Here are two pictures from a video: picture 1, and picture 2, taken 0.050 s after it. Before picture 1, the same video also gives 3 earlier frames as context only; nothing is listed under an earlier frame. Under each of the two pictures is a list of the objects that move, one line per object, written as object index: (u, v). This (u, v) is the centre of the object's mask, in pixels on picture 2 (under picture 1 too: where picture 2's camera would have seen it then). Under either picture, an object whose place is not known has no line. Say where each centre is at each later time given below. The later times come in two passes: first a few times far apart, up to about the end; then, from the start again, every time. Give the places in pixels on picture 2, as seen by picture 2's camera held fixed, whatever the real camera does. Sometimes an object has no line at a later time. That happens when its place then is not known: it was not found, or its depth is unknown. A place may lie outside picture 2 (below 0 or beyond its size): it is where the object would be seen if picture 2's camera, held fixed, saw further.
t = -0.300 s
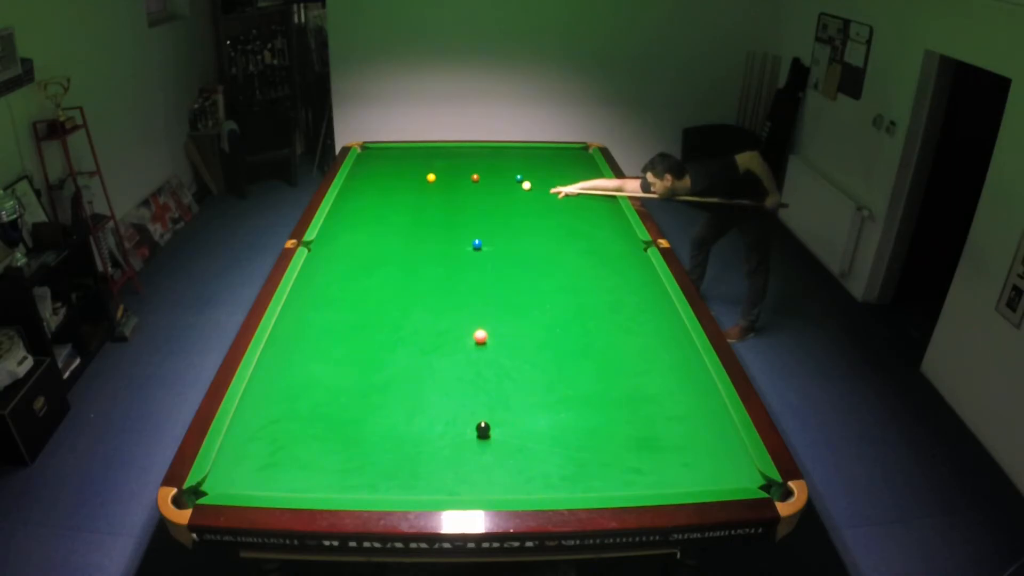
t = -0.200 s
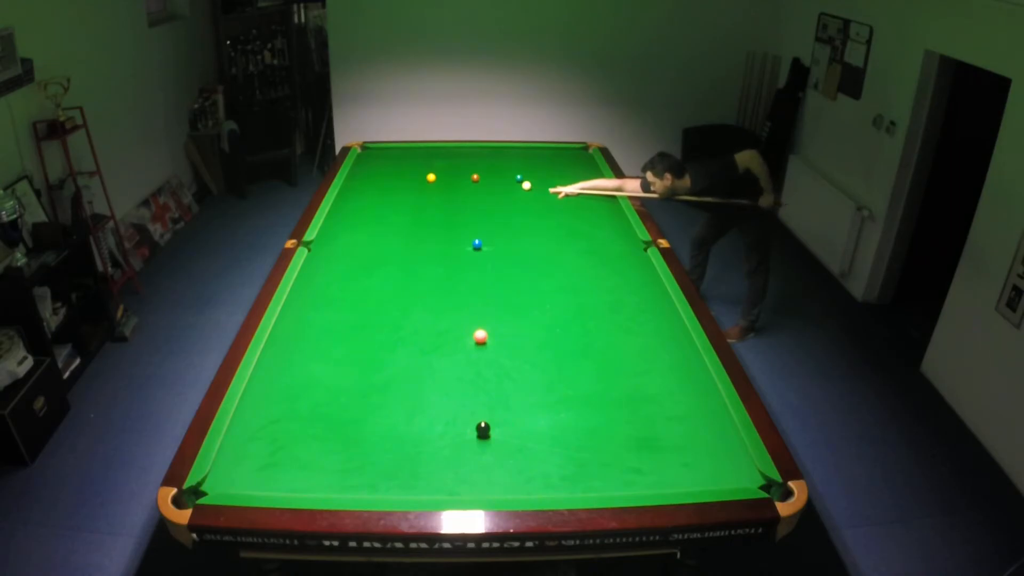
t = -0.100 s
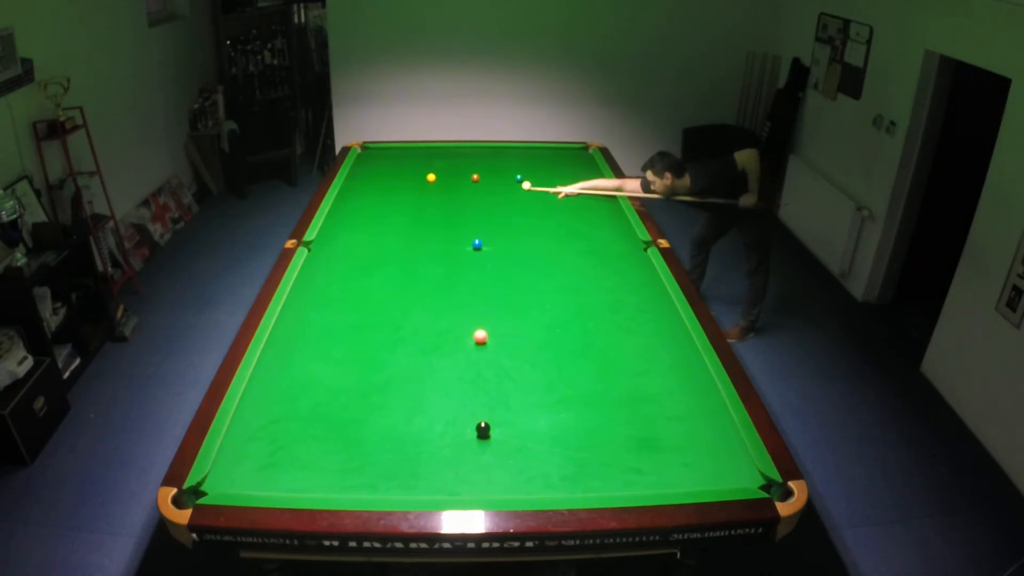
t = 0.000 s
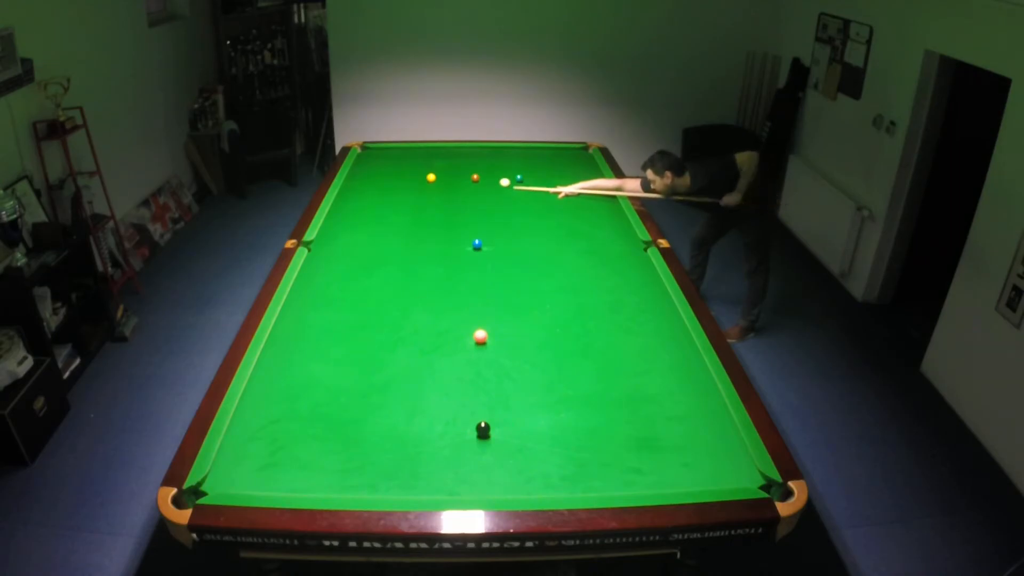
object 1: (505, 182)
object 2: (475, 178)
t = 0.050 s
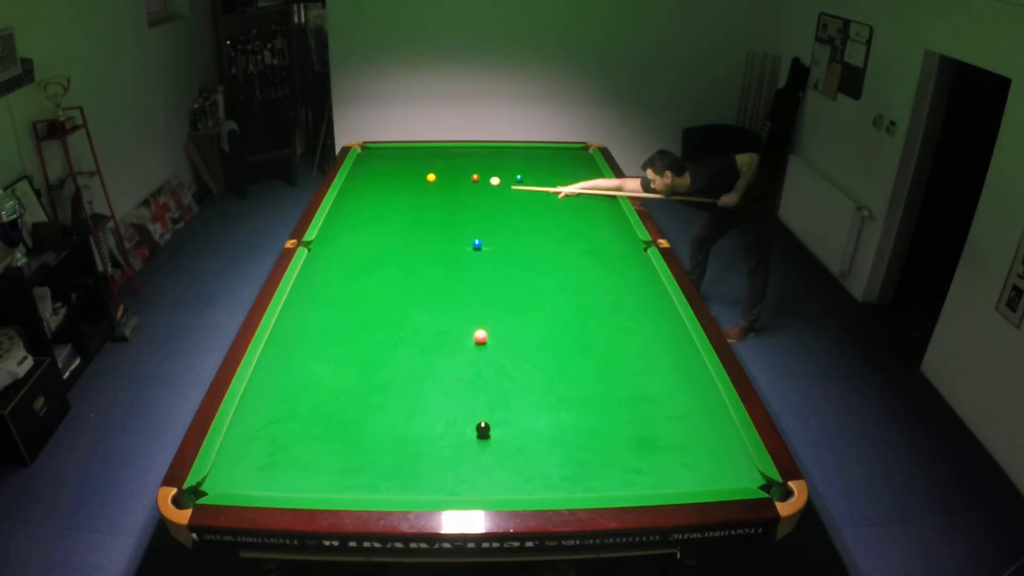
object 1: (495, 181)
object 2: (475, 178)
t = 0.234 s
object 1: (479, 180)
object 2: (464, 175)
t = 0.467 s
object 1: (475, 182)
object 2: (444, 170)
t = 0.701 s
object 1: (472, 184)
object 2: (426, 165)
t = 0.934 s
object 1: (469, 186)
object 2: (409, 160)
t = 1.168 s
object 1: (467, 188)
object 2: (394, 157)
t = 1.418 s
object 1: (465, 190)
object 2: (379, 152)
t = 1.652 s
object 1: (463, 191)
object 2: (365, 149)
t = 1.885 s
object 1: (462, 192)
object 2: (359, 149)
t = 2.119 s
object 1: (461, 192)
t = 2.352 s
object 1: (460, 193)
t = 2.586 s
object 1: (460, 193)
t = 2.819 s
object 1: (460, 193)
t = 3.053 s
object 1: (460, 193)
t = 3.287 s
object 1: (460, 193)
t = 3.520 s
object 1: (460, 193)
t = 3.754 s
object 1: (460, 193)
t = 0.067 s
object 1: (492, 180)
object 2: (475, 178)
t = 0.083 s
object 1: (489, 180)
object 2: (475, 178)
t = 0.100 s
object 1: (486, 180)
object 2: (475, 178)
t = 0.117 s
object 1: (483, 179)
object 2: (475, 177)
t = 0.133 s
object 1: (481, 179)
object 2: (474, 177)
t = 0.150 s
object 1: (481, 179)
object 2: (472, 177)
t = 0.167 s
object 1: (480, 179)
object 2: (471, 177)
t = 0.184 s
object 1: (480, 180)
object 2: (469, 176)
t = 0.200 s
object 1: (480, 180)
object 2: (467, 176)
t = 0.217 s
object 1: (479, 180)
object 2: (466, 175)
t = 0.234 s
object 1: (479, 180)
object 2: (464, 175)
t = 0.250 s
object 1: (479, 180)
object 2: (462, 174)
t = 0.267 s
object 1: (479, 180)
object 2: (461, 174)
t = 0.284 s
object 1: (478, 181)
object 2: (459, 174)
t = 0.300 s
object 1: (478, 181)
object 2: (458, 173)
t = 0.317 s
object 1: (478, 181)
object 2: (457, 173)
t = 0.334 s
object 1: (477, 181)
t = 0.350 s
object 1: (477, 181)
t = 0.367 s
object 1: (477, 181)
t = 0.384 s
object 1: (477, 181)
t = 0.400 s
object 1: (476, 182)
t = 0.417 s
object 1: (476, 182)
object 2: (448, 171)
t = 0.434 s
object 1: (476, 182)
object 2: (447, 170)
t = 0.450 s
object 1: (476, 182)
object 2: (446, 170)
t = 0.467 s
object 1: (475, 182)
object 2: (444, 170)
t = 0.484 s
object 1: (475, 183)
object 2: (443, 169)
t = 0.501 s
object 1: (475, 183)
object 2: (442, 169)
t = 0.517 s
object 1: (474, 183)
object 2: (440, 169)
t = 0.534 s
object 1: (474, 183)
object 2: (439, 168)
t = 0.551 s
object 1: (474, 183)
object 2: (438, 168)
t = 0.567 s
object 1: (474, 183)
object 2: (436, 167)
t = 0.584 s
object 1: (474, 183)
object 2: (435, 167)
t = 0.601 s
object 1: (473, 183)
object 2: (434, 166)
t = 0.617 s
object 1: (473, 184)
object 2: (432, 166)
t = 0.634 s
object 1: (473, 184)
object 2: (431, 166)
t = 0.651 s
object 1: (473, 184)
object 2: (430, 165)
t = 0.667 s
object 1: (472, 184)
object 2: (429, 165)
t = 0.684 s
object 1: (472, 184)
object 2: (427, 165)
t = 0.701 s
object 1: (472, 184)
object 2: (426, 165)
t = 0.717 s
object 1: (472, 185)
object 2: (425, 164)
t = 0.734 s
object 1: (472, 185)
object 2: (424, 164)
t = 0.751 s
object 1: (471, 185)
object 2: (422, 163)
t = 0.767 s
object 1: (471, 185)
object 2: (421, 163)
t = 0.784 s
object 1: (471, 185)
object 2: (420, 163)
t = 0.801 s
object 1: (471, 185)
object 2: (419, 163)
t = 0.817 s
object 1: (471, 185)
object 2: (418, 163)
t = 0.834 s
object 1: (470, 185)
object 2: (416, 162)
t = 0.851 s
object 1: (470, 186)
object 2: (415, 162)
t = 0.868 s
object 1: (470, 186)
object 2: (414, 162)
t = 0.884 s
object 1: (470, 186)
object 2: (413, 161)
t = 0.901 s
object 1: (470, 186)
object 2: (412, 161)
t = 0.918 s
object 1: (470, 186)
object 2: (411, 161)
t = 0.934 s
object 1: (469, 186)
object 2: (409, 160)
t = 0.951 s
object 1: (469, 186)
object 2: (408, 160)
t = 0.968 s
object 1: (469, 187)
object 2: (407, 160)
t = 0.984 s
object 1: (469, 187)
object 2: (406, 159)
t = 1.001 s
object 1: (469, 187)
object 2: (405, 159)
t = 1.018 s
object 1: (468, 187)
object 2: (404, 159)
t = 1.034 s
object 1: (468, 187)
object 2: (403, 158)
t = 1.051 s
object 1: (468, 187)
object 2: (401, 158)
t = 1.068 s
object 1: (468, 187)
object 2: (401, 158)
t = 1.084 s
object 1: (468, 187)
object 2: (399, 158)
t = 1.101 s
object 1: (468, 188)
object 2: (398, 157)
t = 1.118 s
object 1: (467, 188)
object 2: (397, 157)
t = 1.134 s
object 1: (467, 188)
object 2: (396, 157)
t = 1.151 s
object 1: (467, 188)
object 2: (395, 157)
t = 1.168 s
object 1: (467, 188)
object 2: (394, 157)
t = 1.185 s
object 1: (467, 188)
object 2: (393, 156)
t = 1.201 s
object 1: (467, 188)
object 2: (392, 156)
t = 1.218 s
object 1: (467, 188)
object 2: (391, 156)
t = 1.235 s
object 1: (466, 188)
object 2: (390, 156)
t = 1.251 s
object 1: (466, 189)
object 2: (389, 155)
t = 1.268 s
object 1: (466, 189)
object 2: (388, 155)
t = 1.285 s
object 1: (466, 189)
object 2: (386, 154)
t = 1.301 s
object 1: (466, 189)
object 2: (385, 154)
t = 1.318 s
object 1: (466, 189)
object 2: (384, 154)
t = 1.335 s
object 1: (466, 189)
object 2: (383, 154)
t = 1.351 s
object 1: (465, 189)
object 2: (382, 153)
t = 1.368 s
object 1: (465, 189)
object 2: (381, 153)
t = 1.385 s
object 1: (465, 189)
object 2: (380, 153)
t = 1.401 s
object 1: (465, 190)
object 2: (379, 153)
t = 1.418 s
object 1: (465, 190)
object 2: (379, 152)
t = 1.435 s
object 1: (465, 190)
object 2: (377, 152)
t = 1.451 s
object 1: (465, 190)
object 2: (377, 152)
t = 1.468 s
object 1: (465, 190)
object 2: (376, 152)
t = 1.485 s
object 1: (465, 190)
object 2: (375, 152)
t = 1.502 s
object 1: (465, 190)
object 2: (373, 151)
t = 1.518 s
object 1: (464, 190)
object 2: (373, 151)
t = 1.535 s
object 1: (464, 190)
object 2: (372, 151)
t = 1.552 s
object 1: (464, 190)
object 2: (371, 150)
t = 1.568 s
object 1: (464, 190)
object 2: (370, 150)
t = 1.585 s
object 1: (464, 190)
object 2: (369, 150)
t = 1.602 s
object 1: (464, 191)
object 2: (368, 149)
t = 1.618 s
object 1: (464, 191)
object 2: (366, 149)
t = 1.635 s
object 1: (464, 191)
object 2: (366, 149)
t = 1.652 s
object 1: (463, 191)
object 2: (365, 149)
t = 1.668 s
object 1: (463, 191)
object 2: (365, 149)
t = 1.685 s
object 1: (463, 191)
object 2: (363, 148)
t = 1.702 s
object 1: (463, 191)
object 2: (362, 148)
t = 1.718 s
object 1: (463, 191)
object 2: (362, 148)
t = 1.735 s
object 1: (463, 191)
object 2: (361, 148)
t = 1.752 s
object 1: (463, 191)
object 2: (360, 149)
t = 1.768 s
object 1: (463, 191)
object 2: (360, 148)
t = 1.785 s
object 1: (463, 191)
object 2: (359, 149)
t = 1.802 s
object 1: (463, 191)
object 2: (358, 149)
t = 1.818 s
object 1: (463, 192)
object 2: (358, 149)
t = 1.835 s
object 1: (463, 192)
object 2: (358, 149)
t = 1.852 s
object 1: (462, 192)
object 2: (358, 149)
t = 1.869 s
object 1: (462, 192)
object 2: (359, 149)
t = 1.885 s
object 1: (462, 192)
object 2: (359, 149)
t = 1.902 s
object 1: (462, 192)
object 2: (359, 149)
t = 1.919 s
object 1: (462, 192)
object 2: (358, 149)
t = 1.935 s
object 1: (462, 192)
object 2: (358, 149)
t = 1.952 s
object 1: (462, 192)
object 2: (358, 149)
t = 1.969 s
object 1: (462, 192)
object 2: (358, 149)
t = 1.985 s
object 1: (462, 192)
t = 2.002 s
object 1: (462, 192)
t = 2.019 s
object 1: (462, 192)
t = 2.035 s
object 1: (462, 192)
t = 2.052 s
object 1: (462, 192)
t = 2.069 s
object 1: (461, 192)
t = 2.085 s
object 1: (461, 192)
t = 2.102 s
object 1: (461, 192)
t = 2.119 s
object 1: (461, 192)
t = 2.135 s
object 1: (461, 192)
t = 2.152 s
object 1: (461, 192)
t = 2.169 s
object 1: (461, 192)
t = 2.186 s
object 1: (461, 193)
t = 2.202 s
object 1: (461, 193)
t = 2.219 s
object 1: (461, 193)
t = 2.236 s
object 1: (461, 193)
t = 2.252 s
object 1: (461, 193)
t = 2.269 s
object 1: (461, 193)
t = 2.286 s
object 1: (461, 193)
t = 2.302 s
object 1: (461, 193)
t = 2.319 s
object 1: (461, 193)
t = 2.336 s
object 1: (461, 193)
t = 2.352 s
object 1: (460, 193)
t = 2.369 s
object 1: (460, 193)
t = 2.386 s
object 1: (460, 193)
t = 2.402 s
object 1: (460, 193)
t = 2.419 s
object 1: (460, 193)
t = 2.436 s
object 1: (460, 193)
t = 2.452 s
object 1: (460, 193)
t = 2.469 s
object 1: (460, 193)
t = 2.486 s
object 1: (460, 193)
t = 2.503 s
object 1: (460, 193)
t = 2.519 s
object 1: (460, 193)
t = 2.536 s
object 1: (460, 193)
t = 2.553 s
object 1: (460, 193)
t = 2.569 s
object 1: (460, 193)
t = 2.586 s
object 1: (460, 193)
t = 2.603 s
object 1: (460, 193)
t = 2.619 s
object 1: (460, 193)
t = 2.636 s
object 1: (460, 193)
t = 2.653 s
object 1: (460, 193)
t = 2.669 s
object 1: (460, 193)
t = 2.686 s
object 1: (460, 193)
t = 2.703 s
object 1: (460, 193)
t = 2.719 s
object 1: (460, 193)
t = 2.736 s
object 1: (460, 193)
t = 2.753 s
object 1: (460, 193)
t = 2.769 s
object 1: (460, 193)
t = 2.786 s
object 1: (460, 193)
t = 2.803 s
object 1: (460, 193)
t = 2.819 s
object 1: (460, 193)
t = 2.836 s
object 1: (460, 193)
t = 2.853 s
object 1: (460, 193)
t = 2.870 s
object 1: (460, 193)
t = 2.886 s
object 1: (460, 193)
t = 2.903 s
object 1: (460, 193)
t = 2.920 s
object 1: (460, 193)
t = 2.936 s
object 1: (460, 193)
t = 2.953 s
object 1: (460, 193)
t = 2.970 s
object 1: (460, 193)
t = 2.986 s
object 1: (460, 193)
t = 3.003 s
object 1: (460, 193)
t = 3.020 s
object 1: (460, 193)
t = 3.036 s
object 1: (460, 193)
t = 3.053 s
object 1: (460, 193)
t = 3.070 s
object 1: (460, 193)
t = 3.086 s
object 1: (460, 193)
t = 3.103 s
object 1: (460, 193)
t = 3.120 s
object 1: (460, 193)
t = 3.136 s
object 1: (460, 193)
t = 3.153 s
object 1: (460, 193)
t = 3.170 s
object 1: (460, 193)
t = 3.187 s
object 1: (460, 193)
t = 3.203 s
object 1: (460, 193)
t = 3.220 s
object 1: (460, 193)
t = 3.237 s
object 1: (460, 193)
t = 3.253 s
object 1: (460, 193)
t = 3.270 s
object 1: (460, 193)
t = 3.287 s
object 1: (460, 193)
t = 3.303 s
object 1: (460, 193)
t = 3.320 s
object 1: (460, 193)
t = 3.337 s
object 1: (460, 193)
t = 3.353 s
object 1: (460, 193)
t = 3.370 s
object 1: (460, 193)
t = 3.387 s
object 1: (460, 193)
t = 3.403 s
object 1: (460, 193)
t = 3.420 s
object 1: (460, 193)
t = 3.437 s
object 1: (460, 193)
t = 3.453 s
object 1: (460, 193)
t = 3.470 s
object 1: (460, 193)
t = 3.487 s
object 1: (460, 193)
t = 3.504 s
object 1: (460, 193)
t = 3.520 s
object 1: (460, 193)
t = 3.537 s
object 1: (460, 193)
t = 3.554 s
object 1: (460, 193)
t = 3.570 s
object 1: (460, 193)
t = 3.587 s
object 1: (460, 193)
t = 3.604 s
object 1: (460, 193)
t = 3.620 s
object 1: (460, 193)
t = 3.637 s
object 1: (460, 193)
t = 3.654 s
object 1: (460, 193)
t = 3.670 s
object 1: (460, 193)
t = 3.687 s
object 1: (460, 193)
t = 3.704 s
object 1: (460, 193)
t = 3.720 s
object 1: (460, 193)
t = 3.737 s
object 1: (460, 193)
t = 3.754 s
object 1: (460, 193)
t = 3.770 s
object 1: (460, 193)
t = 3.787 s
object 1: (460, 193)
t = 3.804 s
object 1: (460, 193)
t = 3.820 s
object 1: (460, 193)
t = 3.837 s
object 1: (460, 193)
